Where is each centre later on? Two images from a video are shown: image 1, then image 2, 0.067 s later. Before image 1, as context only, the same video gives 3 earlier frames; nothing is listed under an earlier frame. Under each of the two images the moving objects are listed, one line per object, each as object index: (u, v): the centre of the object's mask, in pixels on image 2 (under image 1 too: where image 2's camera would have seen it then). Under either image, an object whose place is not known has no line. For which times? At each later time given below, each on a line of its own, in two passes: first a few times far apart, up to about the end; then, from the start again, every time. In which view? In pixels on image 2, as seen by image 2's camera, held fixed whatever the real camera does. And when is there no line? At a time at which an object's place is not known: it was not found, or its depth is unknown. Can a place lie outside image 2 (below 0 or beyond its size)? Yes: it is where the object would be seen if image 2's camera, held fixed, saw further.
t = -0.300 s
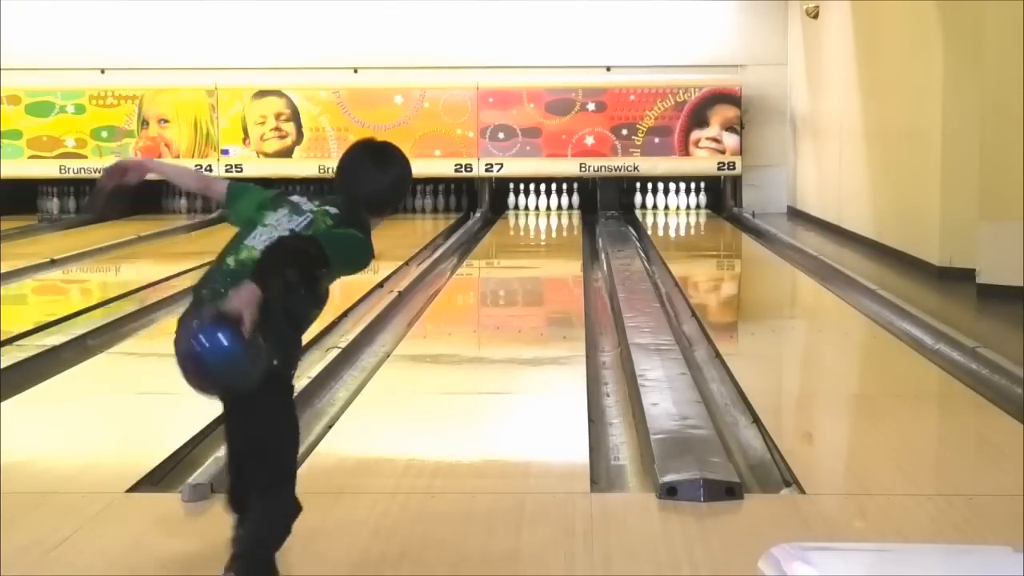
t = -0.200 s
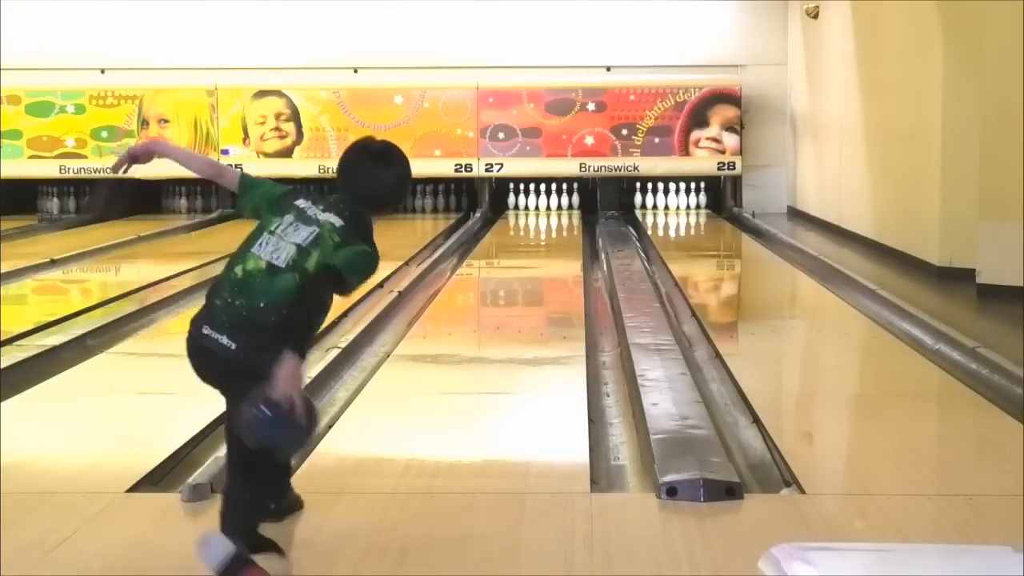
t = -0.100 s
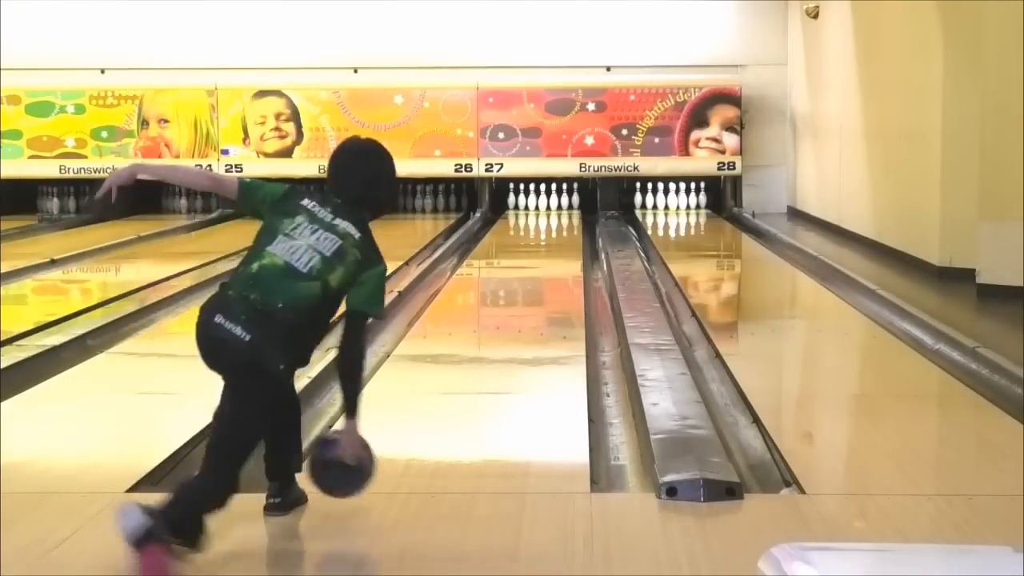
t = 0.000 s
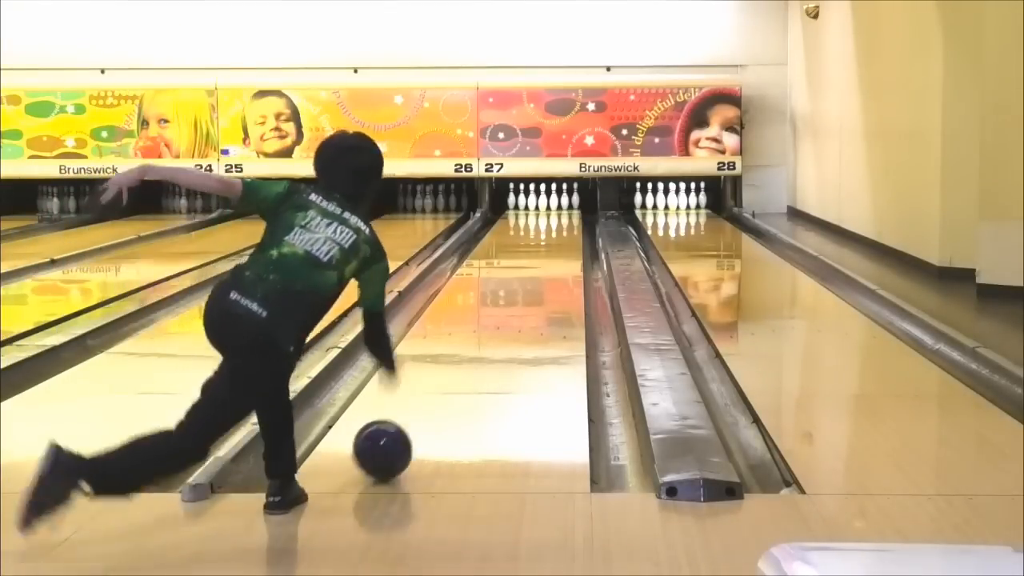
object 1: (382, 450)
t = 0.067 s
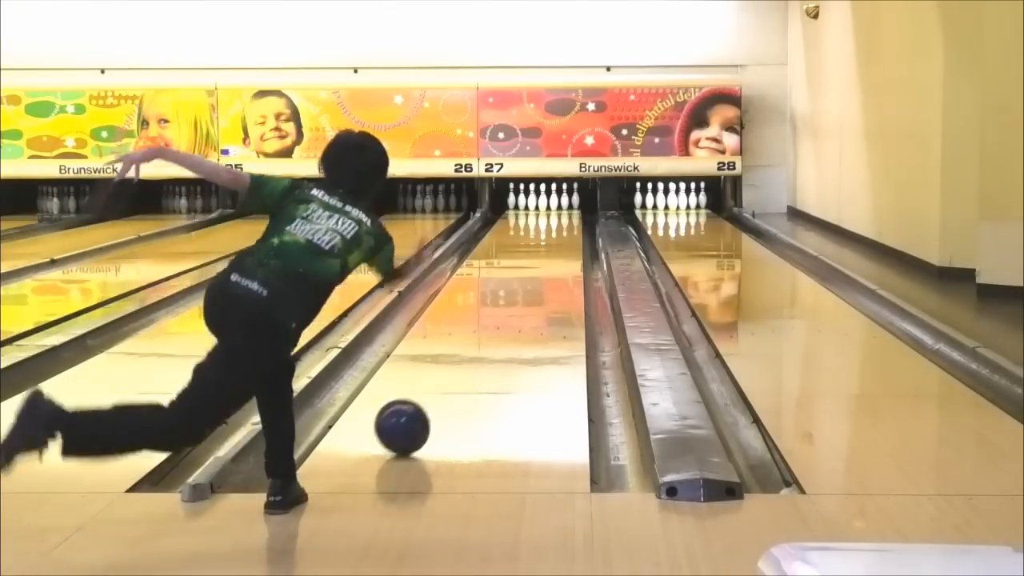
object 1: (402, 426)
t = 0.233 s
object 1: (441, 382)
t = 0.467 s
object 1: (479, 338)
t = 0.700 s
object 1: (506, 306)
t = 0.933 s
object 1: (525, 282)
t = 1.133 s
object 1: (537, 266)
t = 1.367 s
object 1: (548, 251)
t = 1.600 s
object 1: (557, 240)
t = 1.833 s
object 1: (563, 229)
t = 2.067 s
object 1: (564, 222)
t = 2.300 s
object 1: (560, 215)
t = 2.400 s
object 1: (557, 213)
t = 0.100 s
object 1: (411, 416)
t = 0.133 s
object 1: (419, 407)
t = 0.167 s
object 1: (427, 398)
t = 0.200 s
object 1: (434, 390)
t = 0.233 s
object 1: (441, 382)
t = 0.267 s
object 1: (448, 375)
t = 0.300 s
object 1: (453, 368)
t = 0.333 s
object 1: (459, 361)
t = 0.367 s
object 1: (464, 355)
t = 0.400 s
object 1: (470, 349)
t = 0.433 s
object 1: (475, 343)
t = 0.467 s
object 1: (479, 338)
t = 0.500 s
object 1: (484, 333)
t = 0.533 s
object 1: (487, 327)
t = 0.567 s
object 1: (492, 323)
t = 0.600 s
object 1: (495, 318)
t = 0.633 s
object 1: (499, 314)
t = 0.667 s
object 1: (502, 310)
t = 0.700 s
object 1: (506, 306)
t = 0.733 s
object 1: (508, 302)
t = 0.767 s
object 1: (512, 298)
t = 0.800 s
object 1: (515, 294)
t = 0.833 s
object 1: (517, 291)
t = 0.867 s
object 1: (520, 288)
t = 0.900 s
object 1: (522, 285)
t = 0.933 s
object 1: (525, 282)
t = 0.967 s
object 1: (527, 279)
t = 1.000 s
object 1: (529, 276)
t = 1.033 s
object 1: (531, 273)
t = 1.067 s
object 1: (534, 270)
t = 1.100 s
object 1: (535, 268)
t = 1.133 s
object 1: (537, 266)
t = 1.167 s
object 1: (539, 263)
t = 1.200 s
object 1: (541, 261)
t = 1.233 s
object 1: (542, 259)
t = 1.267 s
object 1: (544, 257)
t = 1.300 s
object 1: (545, 255)
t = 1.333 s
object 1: (547, 253)
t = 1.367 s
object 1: (548, 251)
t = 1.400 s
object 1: (550, 249)
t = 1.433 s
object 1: (551, 248)
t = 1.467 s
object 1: (552, 246)
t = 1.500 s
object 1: (554, 244)
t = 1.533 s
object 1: (555, 243)
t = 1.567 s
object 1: (556, 241)
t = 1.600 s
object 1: (557, 240)
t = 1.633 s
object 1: (558, 238)
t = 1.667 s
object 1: (559, 237)
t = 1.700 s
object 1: (560, 235)
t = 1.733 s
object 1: (561, 233)
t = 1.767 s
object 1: (561, 232)
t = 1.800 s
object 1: (562, 231)
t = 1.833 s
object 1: (563, 229)
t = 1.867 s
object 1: (564, 228)
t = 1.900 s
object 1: (564, 227)
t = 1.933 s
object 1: (564, 226)
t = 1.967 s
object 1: (564, 225)
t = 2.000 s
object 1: (564, 224)
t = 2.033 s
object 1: (564, 223)
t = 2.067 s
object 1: (564, 222)
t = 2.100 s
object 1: (564, 221)
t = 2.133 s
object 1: (563, 220)
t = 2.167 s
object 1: (563, 219)
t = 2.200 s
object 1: (562, 218)
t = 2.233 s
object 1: (562, 217)
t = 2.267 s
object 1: (561, 216)
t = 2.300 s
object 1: (560, 215)
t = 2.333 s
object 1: (559, 214)
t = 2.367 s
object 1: (558, 213)
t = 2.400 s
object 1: (557, 213)
